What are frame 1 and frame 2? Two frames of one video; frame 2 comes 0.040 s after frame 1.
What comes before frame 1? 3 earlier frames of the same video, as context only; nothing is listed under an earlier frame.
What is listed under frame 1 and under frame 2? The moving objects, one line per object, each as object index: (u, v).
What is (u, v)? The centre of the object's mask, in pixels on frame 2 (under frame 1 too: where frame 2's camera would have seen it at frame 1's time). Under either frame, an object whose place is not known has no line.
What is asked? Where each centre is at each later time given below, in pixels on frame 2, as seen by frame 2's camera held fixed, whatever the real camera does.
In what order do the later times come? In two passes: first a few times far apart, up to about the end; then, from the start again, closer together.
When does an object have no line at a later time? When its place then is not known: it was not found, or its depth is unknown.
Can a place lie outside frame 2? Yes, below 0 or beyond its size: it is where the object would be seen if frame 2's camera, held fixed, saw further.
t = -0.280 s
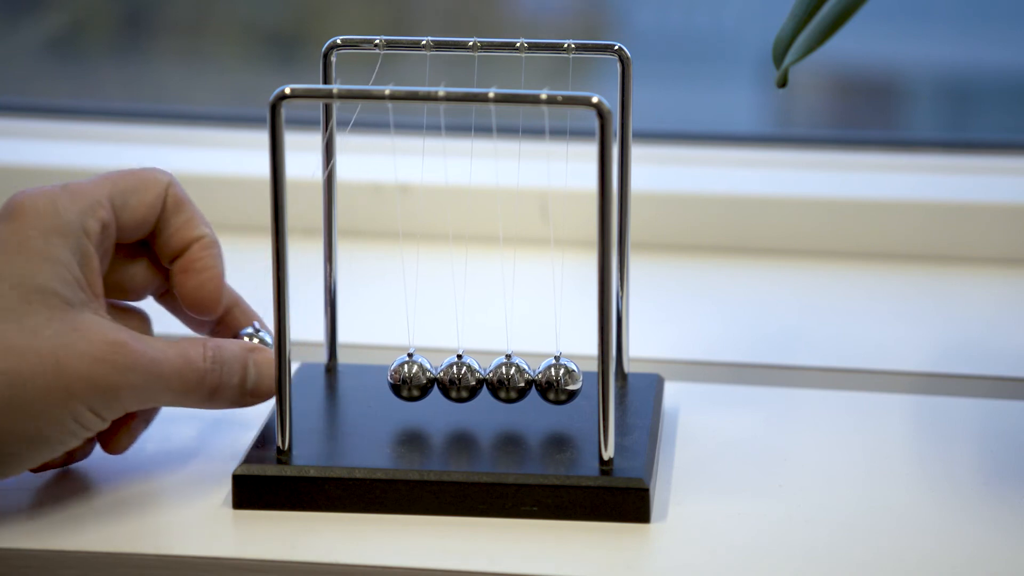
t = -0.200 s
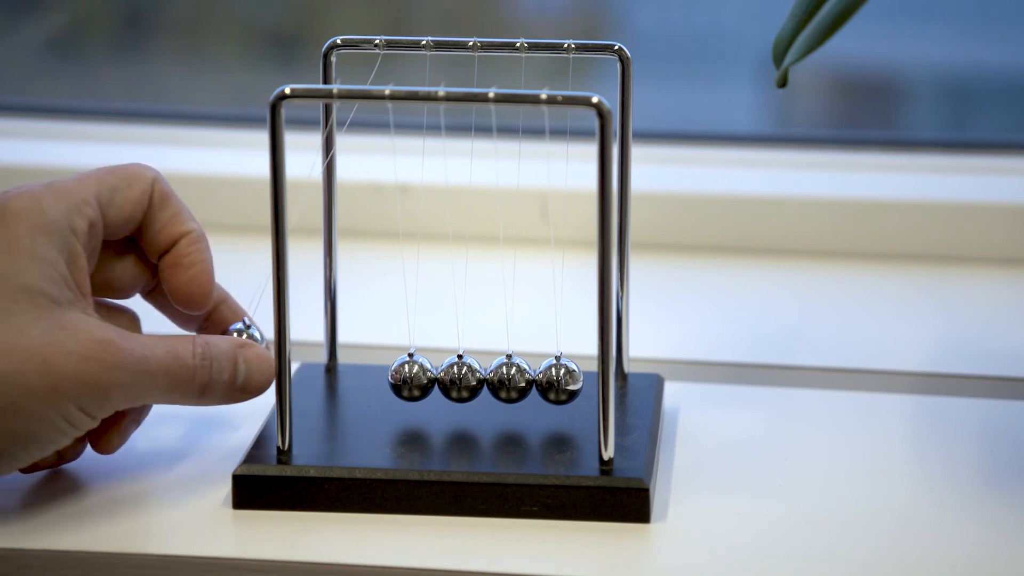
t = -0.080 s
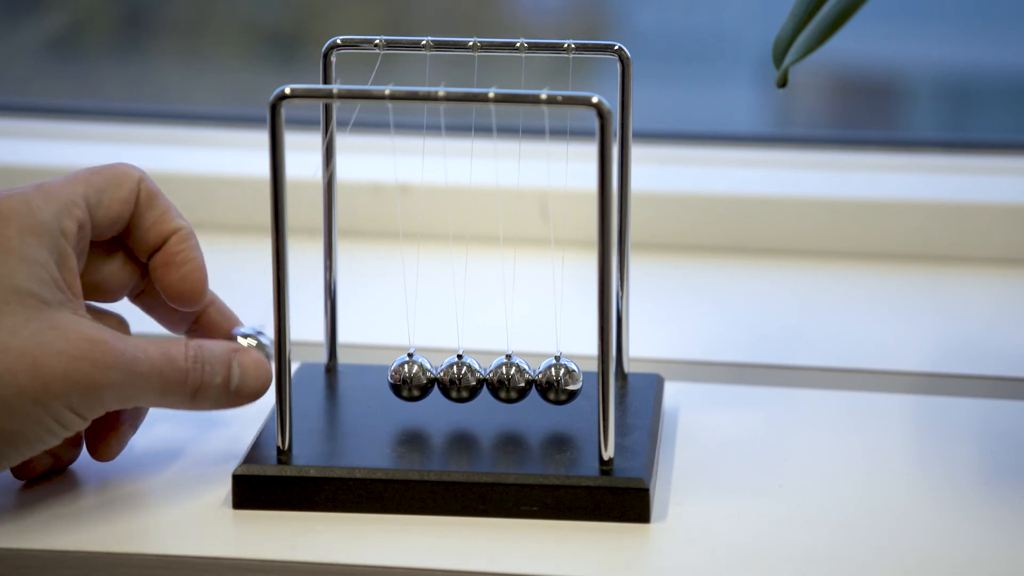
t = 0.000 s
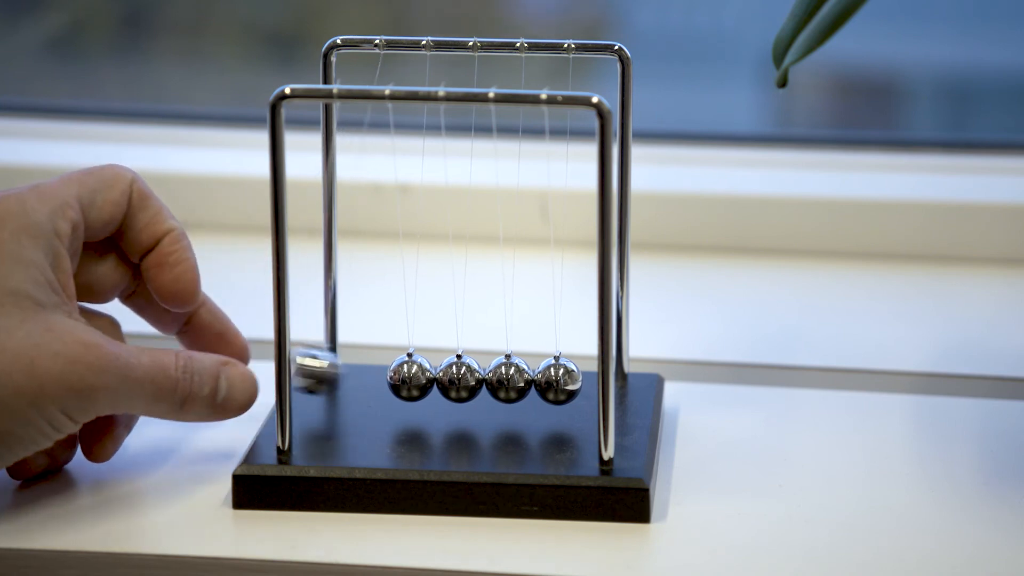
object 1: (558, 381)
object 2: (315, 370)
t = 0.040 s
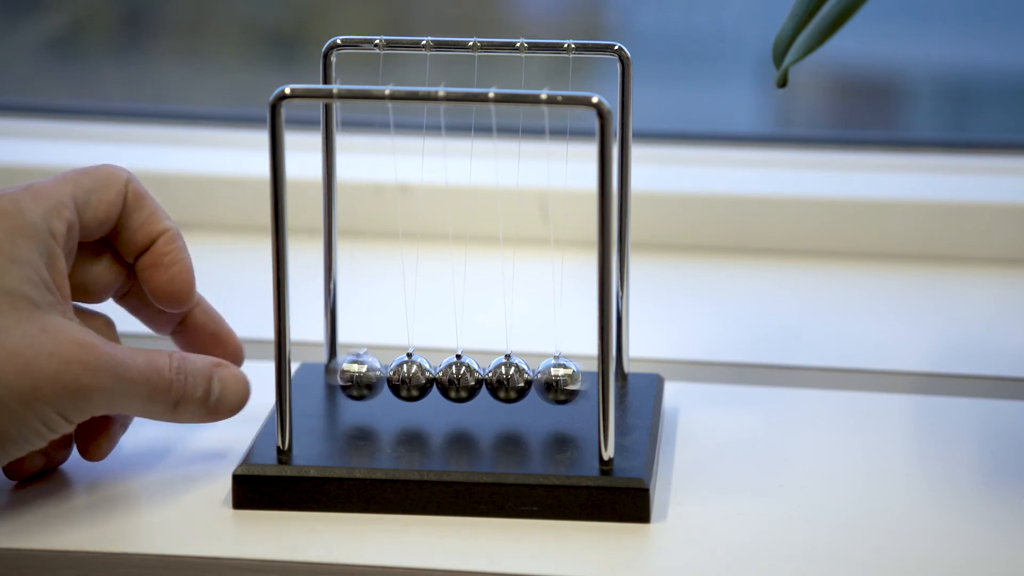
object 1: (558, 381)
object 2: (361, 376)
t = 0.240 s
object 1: (677, 362)
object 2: (361, 377)
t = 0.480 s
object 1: (562, 381)
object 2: (255, 355)
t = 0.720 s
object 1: (576, 380)
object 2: (356, 377)
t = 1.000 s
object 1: (581, 380)
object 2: (362, 377)
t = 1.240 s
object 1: (558, 380)
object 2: (255, 355)
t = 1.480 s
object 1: (666, 365)
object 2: (358, 377)
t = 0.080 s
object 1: (587, 379)
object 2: (360, 377)
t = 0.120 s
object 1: (641, 372)
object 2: (358, 377)
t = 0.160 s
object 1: (672, 363)
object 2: (358, 376)
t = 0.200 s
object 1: (682, 360)
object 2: (359, 377)
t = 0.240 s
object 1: (677, 362)
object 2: (361, 377)
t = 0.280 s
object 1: (654, 369)
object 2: (362, 377)
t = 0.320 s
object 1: (628, 376)
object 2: (363, 377)
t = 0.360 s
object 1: (570, 380)
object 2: (362, 377)
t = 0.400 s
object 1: (562, 381)
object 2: (327, 374)
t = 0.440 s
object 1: (562, 381)
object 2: (291, 364)
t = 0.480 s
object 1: (562, 381)
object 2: (255, 355)
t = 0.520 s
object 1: (561, 381)
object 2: (244, 349)
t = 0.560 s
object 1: (559, 381)
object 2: (246, 349)
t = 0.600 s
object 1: (557, 381)
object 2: (258, 357)
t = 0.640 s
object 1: (556, 381)
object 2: (304, 366)
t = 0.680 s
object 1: (559, 381)
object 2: (339, 374)
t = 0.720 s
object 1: (576, 380)
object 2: (356, 377)
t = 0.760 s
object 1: (632, 376)
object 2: (354, 376)
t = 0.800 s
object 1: (657, 368)
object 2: (354, 376)
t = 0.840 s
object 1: (675, 362)
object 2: (355, 376)
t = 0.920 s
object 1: (663, 366)
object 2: (361, 377)
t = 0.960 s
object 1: (635, 374)
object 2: (363, 377)
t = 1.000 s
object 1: (581, 380)
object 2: (362, 377)
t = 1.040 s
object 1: (567, 381)
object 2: (347, 375)
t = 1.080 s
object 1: (568, 381)
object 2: (310, 368)
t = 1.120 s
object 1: (567, 381)
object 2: (269, 360)
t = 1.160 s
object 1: (565, 381)
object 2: (252, 352)
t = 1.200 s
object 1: (562, 381)
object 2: (247, 351)
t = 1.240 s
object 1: (558, 380)
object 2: (255, 355)
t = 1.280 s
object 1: (557, 381)
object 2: (298, 364)
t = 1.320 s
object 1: (558, 380)
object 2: (322, 372)
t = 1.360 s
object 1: (561, 381)
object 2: (352, 376)
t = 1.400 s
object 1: (588, 379)
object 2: (353, 376)
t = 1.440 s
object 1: (639, 374)
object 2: (355, 377)
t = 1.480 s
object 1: (666, 365)
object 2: (358, 377)
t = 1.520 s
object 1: (673, 363)
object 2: (363, 377)
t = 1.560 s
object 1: (667, 365)
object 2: (363, 377)
